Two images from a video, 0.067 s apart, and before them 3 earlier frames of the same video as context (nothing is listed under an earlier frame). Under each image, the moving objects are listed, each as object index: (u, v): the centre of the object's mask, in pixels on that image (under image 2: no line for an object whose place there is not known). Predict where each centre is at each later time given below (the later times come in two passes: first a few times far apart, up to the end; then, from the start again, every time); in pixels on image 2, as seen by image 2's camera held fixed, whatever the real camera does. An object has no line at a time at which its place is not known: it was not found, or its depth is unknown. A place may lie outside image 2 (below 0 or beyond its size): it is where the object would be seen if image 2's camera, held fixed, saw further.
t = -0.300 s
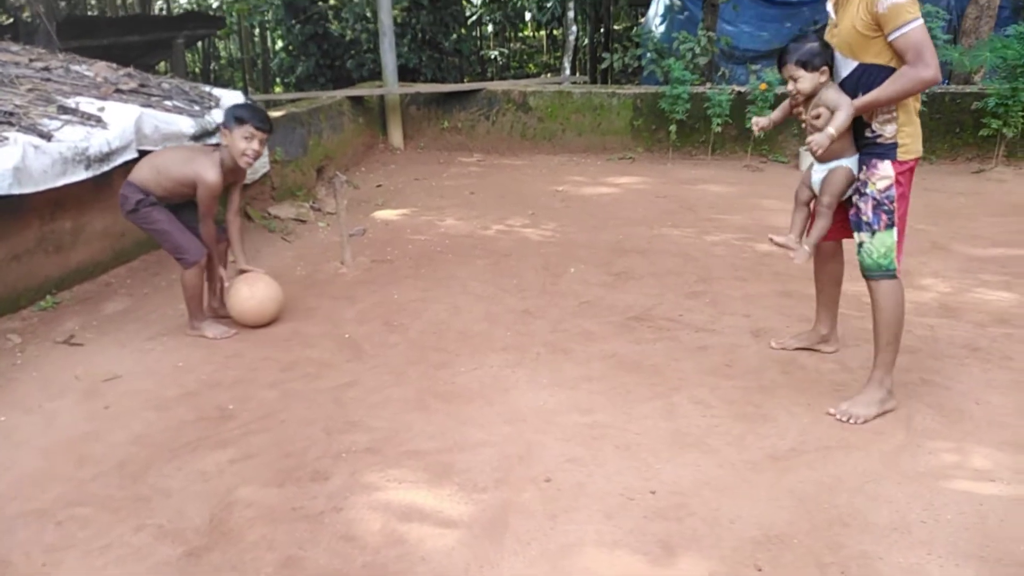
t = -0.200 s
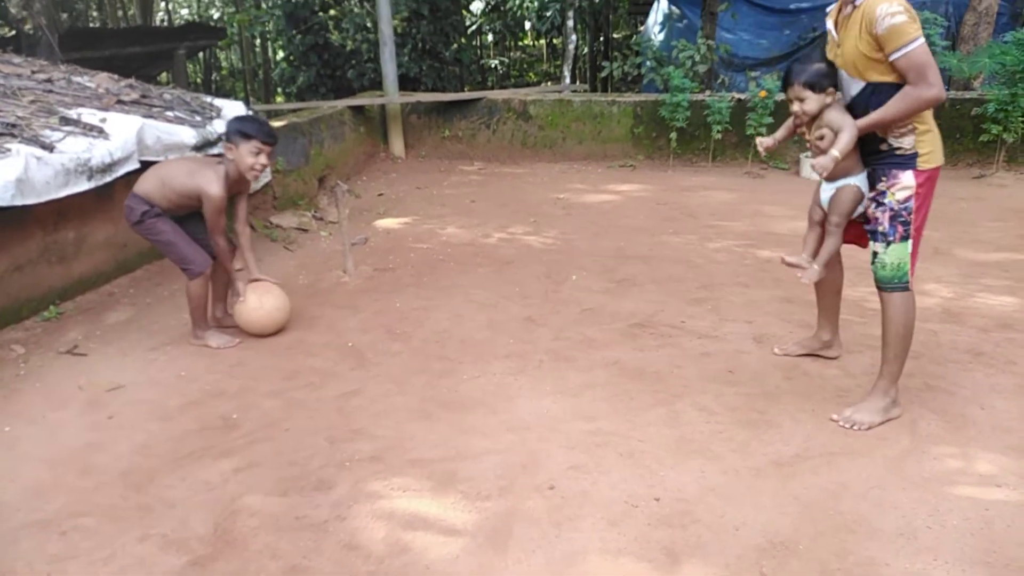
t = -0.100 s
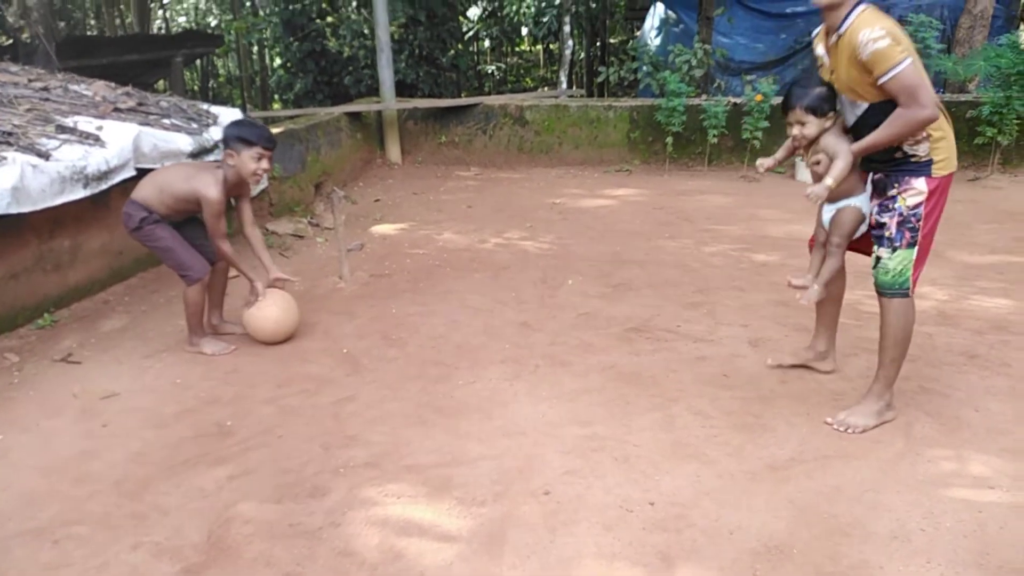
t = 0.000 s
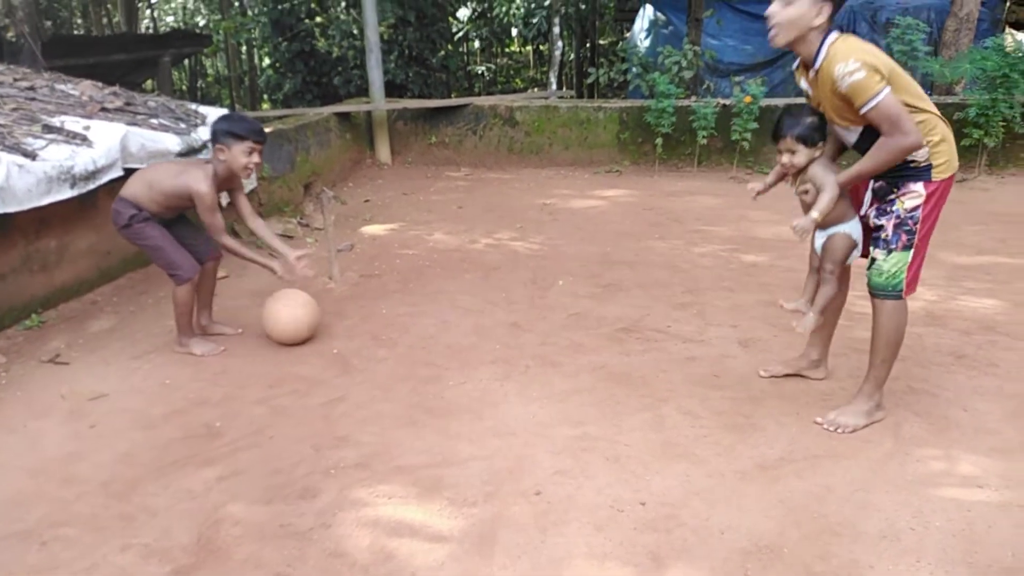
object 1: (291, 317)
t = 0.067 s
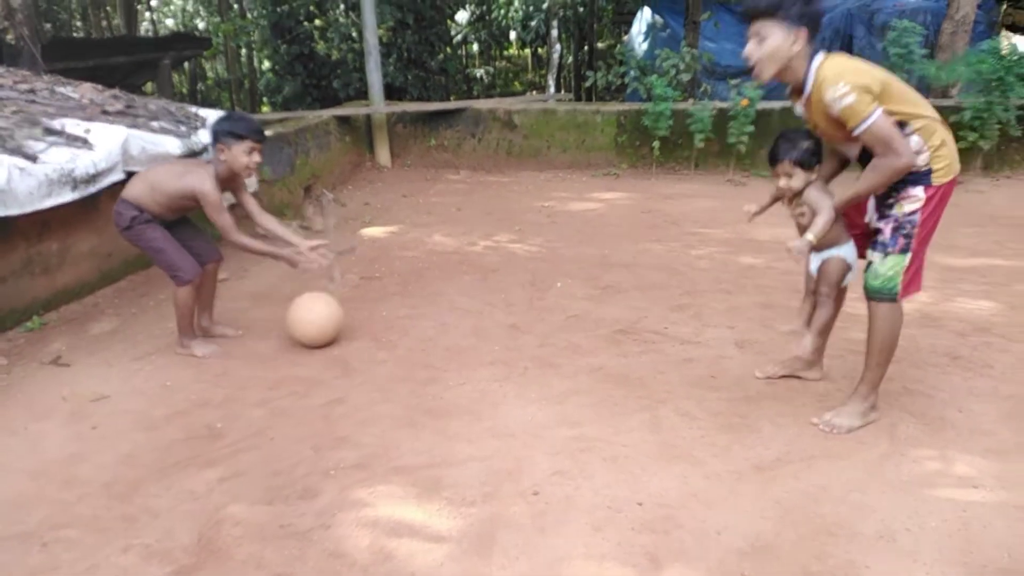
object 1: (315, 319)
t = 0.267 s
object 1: (386, 321)
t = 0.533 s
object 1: (476, 323)
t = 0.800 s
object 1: (566, 324)
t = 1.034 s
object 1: (641, 326)
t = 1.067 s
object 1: (651, 327)
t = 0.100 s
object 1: (326, 319)
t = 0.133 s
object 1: (337, 319)
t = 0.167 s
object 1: (349, 320)
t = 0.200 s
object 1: (361, 320)
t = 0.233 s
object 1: (373, 320)
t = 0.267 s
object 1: (386, 321)
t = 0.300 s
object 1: (397, 321)
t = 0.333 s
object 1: (409, 321)
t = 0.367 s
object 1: (420, 321)
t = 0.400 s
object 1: (431, 322)
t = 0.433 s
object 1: (443, 322)
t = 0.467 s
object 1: (454, 322)
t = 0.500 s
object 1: (465, 322)
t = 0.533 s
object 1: (476, 323)
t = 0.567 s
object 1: (487, 323)
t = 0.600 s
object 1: (498, 322)
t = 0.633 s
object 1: (509, 323)
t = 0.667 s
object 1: (520, 323)
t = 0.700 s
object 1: (532, 323)
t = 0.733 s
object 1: (543, 324)
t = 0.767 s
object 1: (555, 324)
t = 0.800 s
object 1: (566, 324)
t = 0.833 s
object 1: (576, 325)
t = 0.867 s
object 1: (587, 325)
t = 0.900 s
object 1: (598, 326)
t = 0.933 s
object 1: (609, 325)
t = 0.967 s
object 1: (619, 326)
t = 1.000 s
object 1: (630, 326)
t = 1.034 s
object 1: (641, 326)
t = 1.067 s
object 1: (651, 327)
